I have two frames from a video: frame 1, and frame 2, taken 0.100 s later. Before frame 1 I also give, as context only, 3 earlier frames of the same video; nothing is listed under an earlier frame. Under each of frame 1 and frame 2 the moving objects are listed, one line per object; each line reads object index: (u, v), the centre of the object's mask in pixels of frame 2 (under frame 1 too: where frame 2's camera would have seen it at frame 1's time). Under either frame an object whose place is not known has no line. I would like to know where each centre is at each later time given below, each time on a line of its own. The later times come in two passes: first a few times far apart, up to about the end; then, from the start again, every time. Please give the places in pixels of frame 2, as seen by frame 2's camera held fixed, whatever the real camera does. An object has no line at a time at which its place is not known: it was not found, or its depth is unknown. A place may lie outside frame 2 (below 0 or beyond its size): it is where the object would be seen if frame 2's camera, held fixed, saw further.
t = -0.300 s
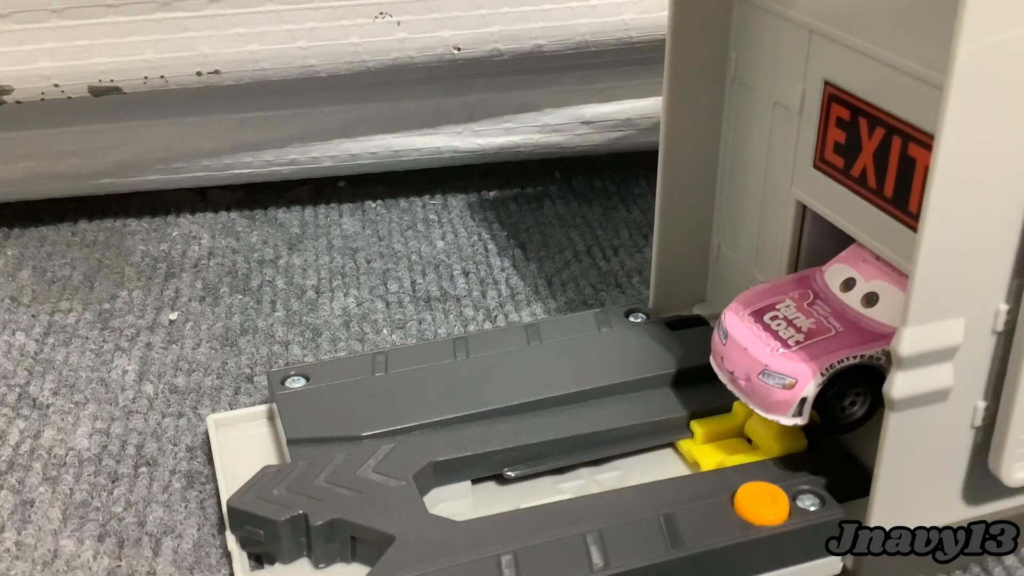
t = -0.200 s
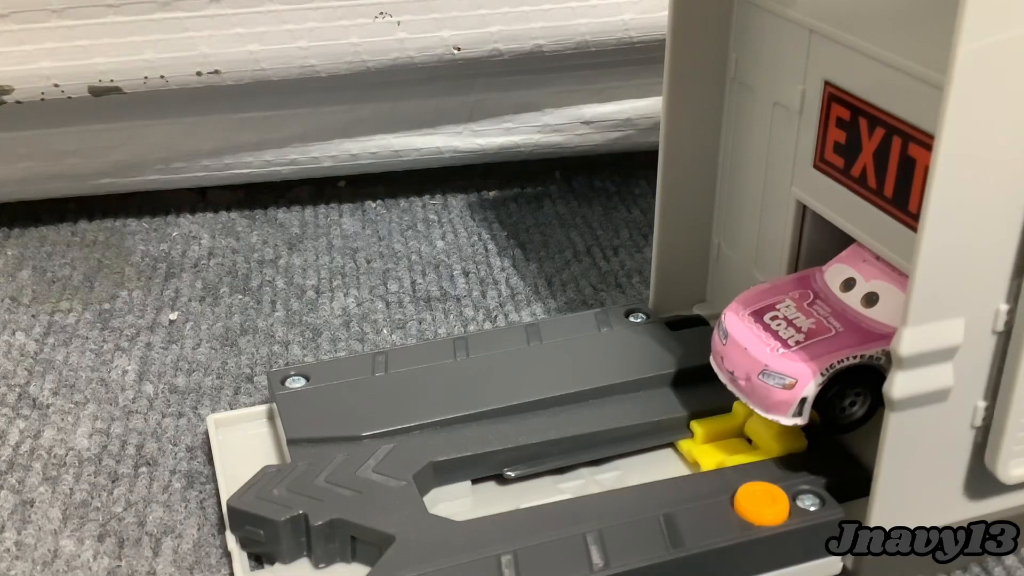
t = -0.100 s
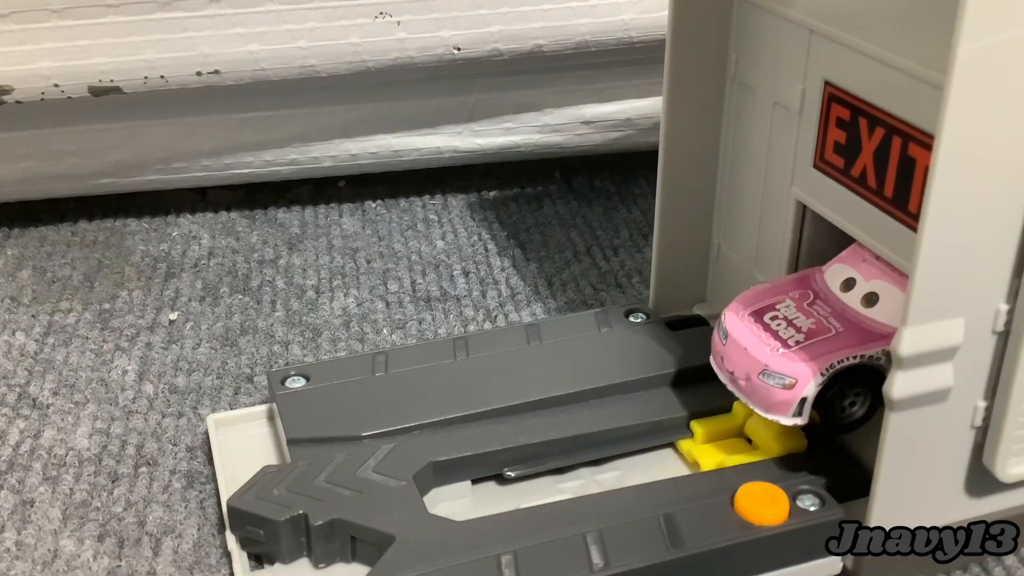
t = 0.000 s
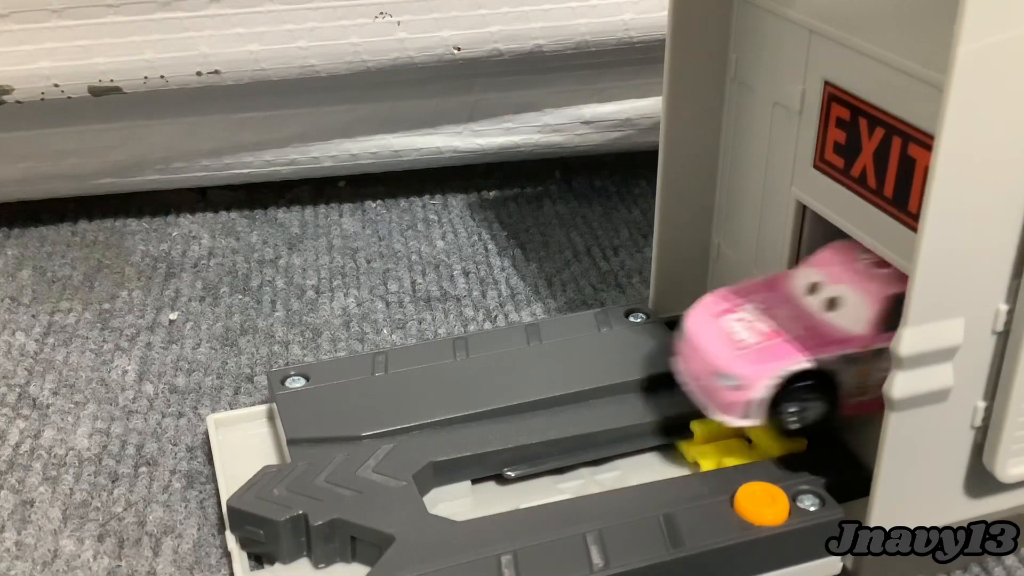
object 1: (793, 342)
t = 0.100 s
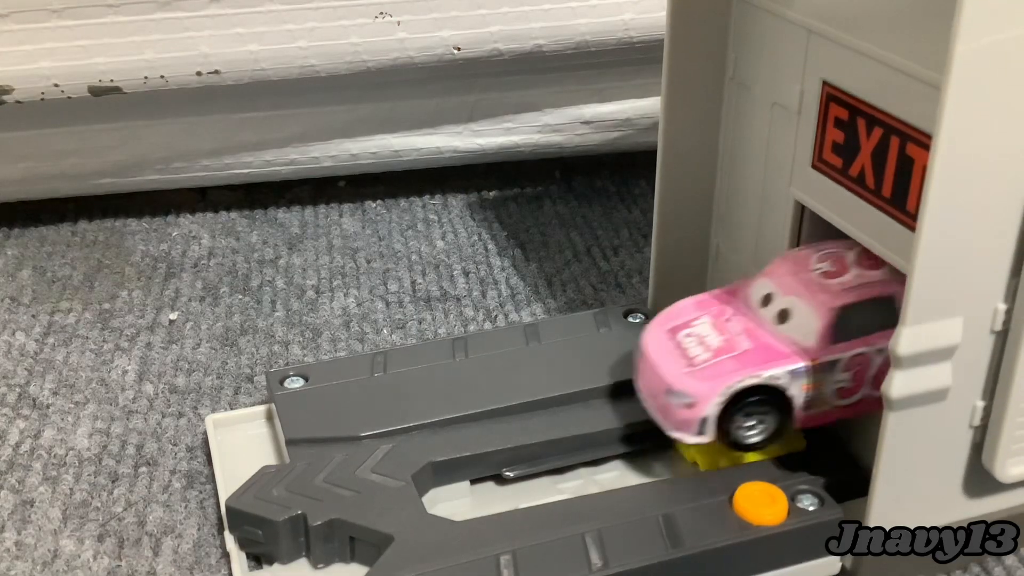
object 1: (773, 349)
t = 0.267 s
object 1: (747, 357)
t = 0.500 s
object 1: (696, 386)
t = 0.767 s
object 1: (694, 391)
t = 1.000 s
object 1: (694, 391)
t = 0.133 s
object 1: (768, 350)
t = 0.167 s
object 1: (763, 352)
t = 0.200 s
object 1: (758, 355)
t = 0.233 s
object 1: (754, 356)
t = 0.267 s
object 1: (747, 357)
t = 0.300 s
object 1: (740, 360)
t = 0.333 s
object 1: (733, 366)
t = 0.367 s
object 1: (724, 371)
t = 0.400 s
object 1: (716, 375)
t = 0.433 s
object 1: (706, 381)
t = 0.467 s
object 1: (699, 384)
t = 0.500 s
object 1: (696, 386)
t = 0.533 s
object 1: (691, 391)
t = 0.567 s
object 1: (690, 393)
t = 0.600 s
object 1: (691, 393)
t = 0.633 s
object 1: (692, 392)
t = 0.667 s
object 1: (693, 392)
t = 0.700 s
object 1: (693, 391)
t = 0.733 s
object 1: (695, 391)
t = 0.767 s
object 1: (694, 391)
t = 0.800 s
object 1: (695, 391)
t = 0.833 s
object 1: (695, 391)
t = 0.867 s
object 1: (694, 391)
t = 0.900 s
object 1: (694, 391)
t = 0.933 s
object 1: (694, 391)
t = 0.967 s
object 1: (694, 391)
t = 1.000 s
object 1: (694, 391)
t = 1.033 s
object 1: (694, 391)
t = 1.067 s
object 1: (695, 391)
